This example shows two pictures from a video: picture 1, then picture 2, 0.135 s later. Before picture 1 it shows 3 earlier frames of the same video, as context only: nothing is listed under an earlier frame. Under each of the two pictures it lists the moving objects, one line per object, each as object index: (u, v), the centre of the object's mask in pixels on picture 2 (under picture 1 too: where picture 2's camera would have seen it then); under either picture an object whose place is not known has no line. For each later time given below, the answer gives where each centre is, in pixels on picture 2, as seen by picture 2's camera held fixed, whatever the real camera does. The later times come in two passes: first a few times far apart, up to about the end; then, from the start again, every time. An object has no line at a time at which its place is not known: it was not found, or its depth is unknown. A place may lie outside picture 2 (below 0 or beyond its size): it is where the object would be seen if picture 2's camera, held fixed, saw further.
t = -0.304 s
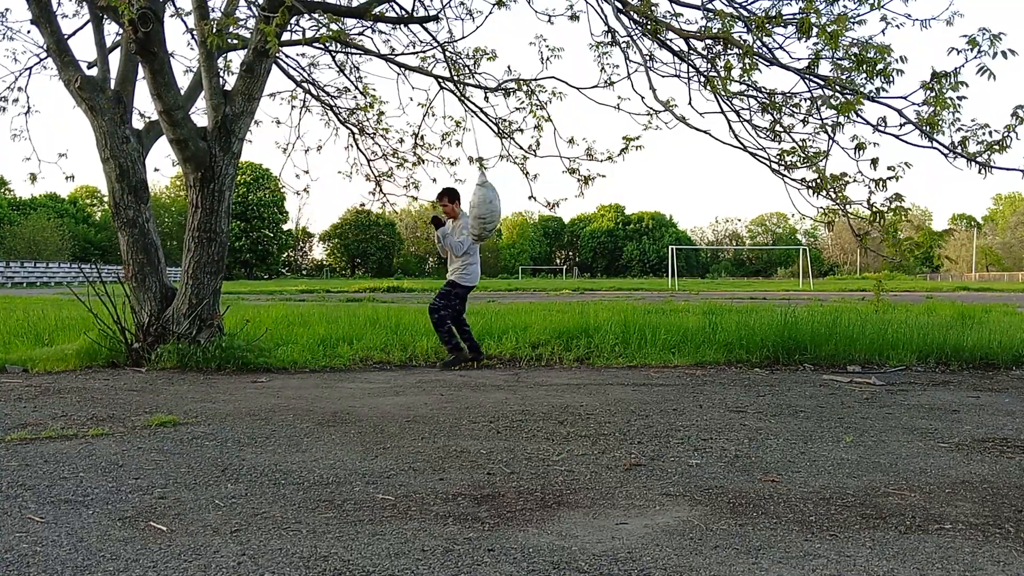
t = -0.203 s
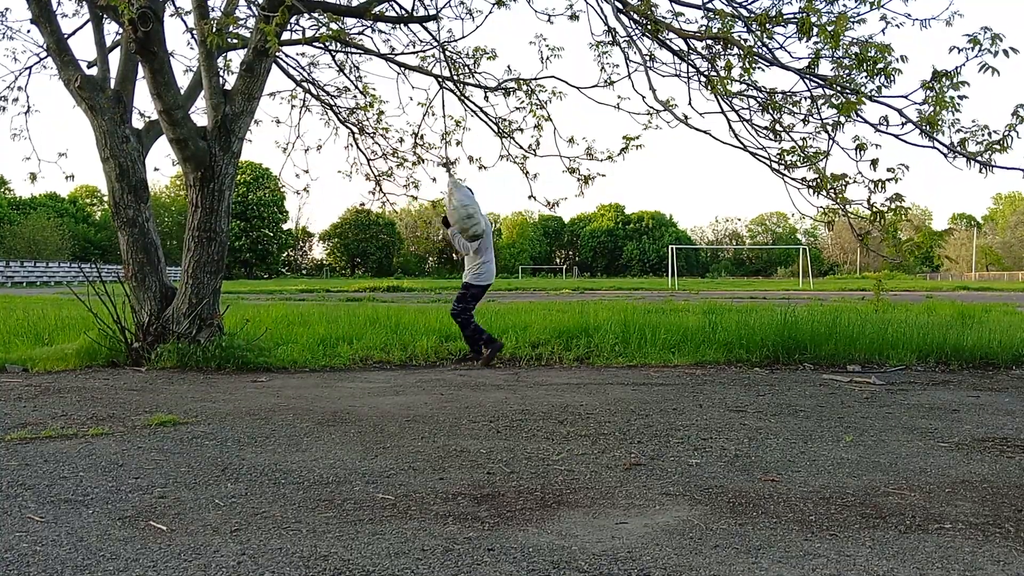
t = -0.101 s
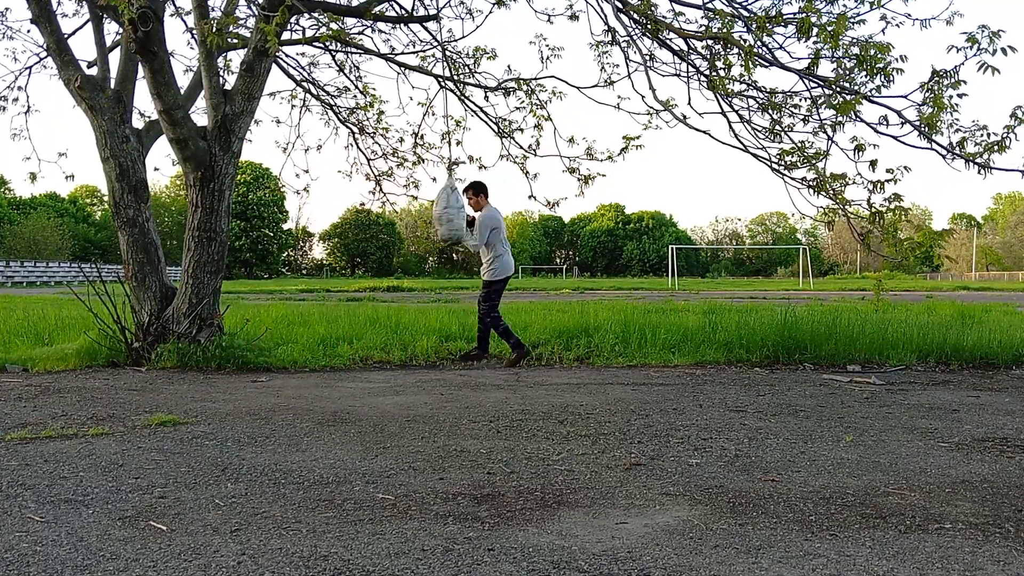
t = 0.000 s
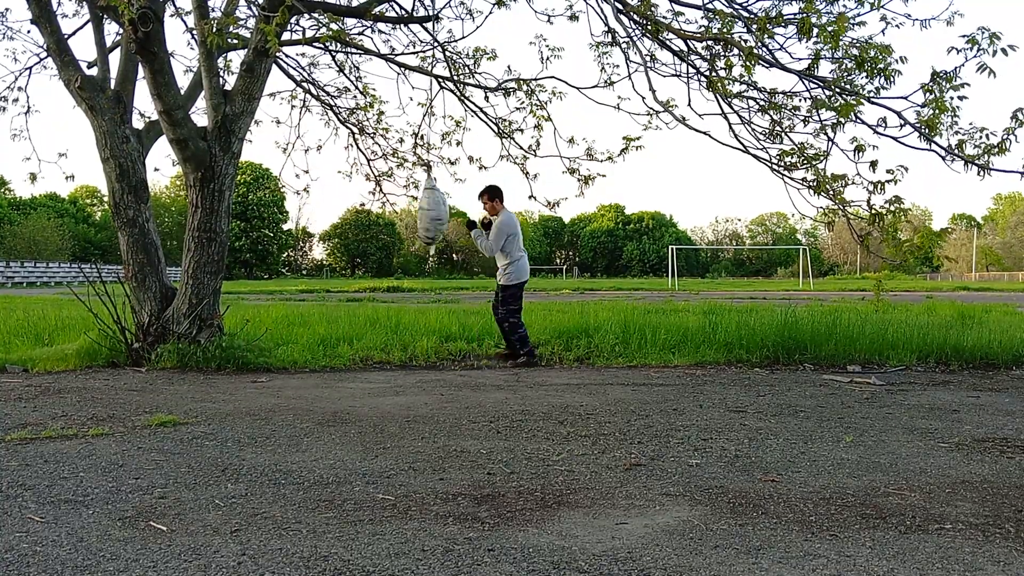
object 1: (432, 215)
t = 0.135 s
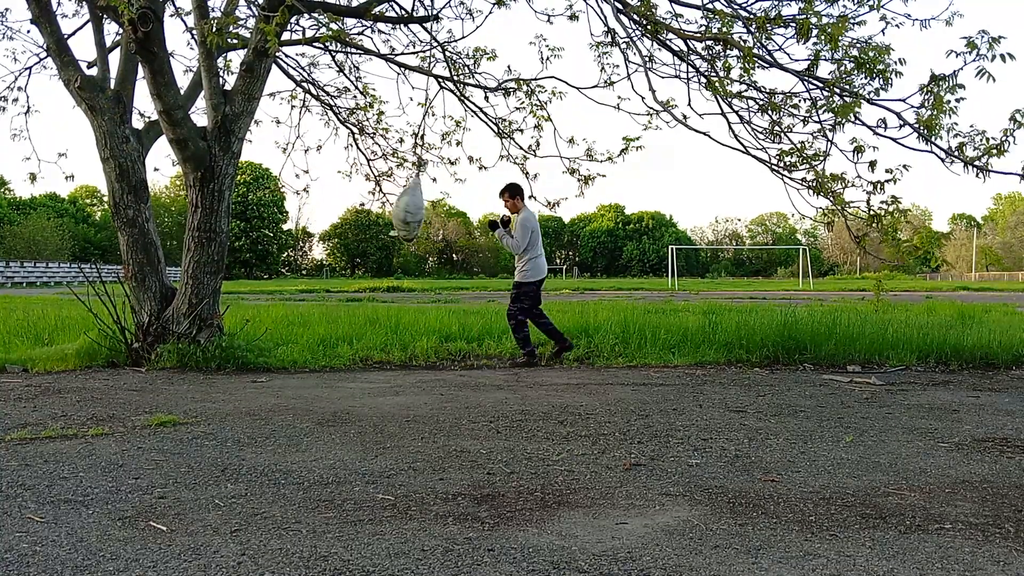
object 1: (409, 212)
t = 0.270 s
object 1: (388, 206)
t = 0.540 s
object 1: (361, 199)
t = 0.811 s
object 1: (364, 205)
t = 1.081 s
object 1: (396, 209)
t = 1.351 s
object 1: (445, 209)
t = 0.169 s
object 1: (403, 211)
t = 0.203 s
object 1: (398, 210)
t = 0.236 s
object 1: (392, 207)
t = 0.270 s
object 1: (388, 206)
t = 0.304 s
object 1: (385, 206)
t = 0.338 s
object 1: (382, 206)
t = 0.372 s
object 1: (379, 205)
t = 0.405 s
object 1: (375, 205)
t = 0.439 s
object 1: (371, 204)
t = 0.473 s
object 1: (367, 202)
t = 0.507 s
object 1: (364, 199)
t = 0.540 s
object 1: (361, 199)
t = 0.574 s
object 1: (360, 199)
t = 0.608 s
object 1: (360, 200)
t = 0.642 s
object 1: (362, 204)
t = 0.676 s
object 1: (362, 203)
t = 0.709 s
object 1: (363, 204)
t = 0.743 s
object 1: (364, 204)
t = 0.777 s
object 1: (363, 205)
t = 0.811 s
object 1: (364, 205)
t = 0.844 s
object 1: (366, 205)
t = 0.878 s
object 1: (369, 207)
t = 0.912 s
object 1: (372, 208)
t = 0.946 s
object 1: (377, 210)
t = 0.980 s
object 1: (381, 210)
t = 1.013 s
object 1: (385, 210)
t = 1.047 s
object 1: (390, 210)
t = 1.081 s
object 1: (396, 209)
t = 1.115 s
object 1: (401, 211)
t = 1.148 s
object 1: (407, 210)
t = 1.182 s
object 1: (413, 210)
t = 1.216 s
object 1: (419, 208)
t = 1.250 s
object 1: (424, 208)
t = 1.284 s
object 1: (430, 211)
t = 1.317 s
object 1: (437, 209)
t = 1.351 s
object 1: (445, 209)
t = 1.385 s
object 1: (453, 209)
